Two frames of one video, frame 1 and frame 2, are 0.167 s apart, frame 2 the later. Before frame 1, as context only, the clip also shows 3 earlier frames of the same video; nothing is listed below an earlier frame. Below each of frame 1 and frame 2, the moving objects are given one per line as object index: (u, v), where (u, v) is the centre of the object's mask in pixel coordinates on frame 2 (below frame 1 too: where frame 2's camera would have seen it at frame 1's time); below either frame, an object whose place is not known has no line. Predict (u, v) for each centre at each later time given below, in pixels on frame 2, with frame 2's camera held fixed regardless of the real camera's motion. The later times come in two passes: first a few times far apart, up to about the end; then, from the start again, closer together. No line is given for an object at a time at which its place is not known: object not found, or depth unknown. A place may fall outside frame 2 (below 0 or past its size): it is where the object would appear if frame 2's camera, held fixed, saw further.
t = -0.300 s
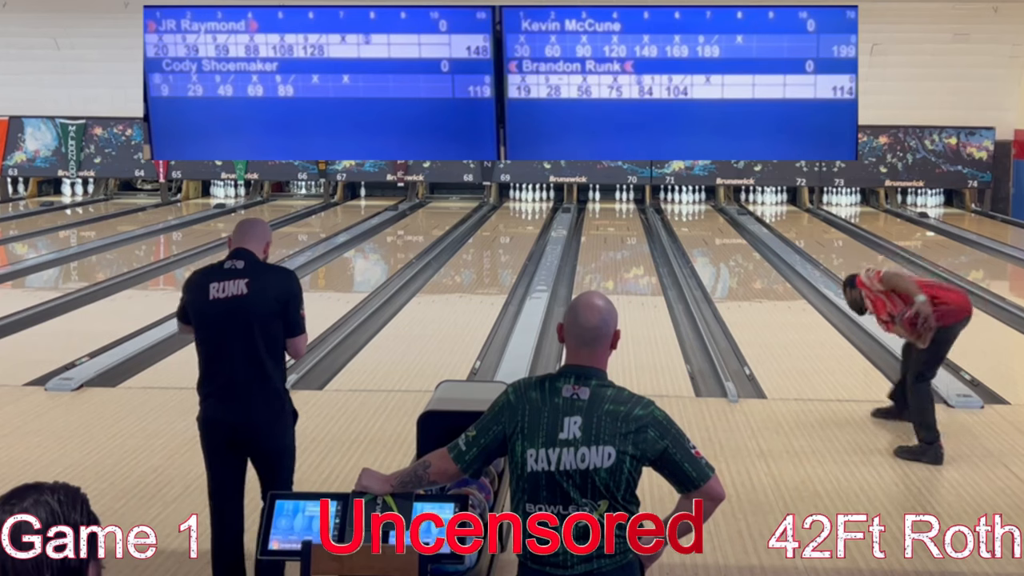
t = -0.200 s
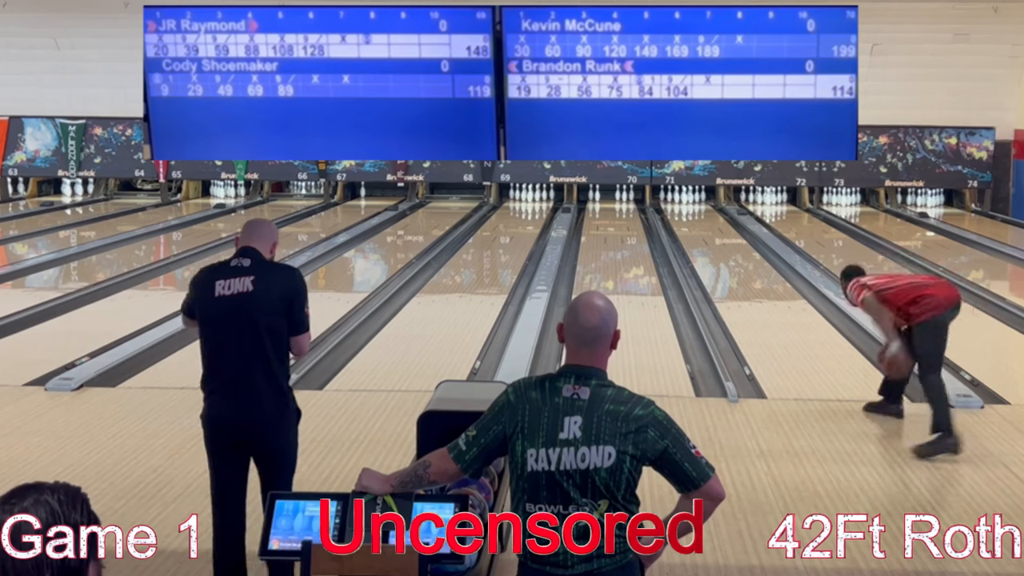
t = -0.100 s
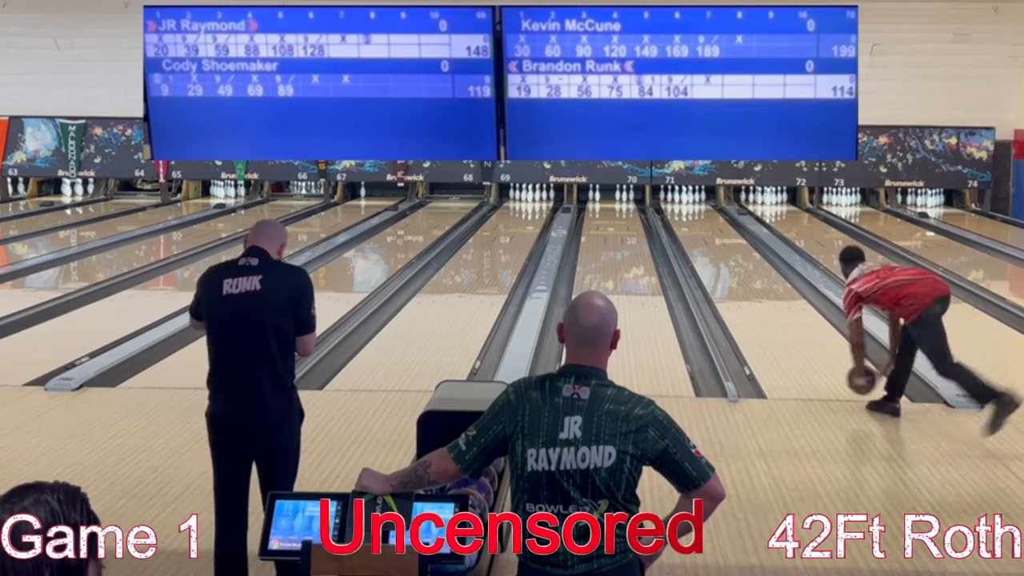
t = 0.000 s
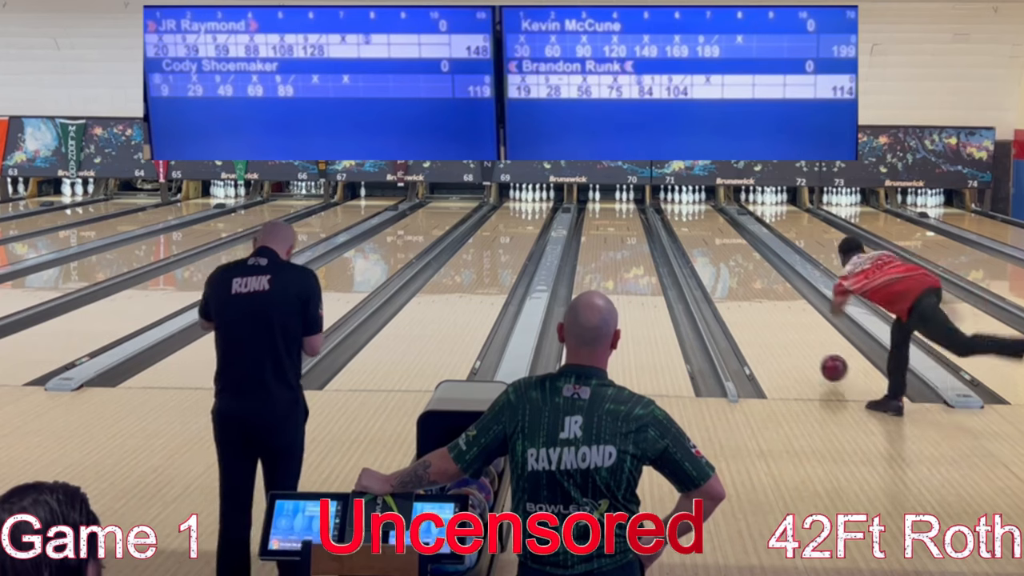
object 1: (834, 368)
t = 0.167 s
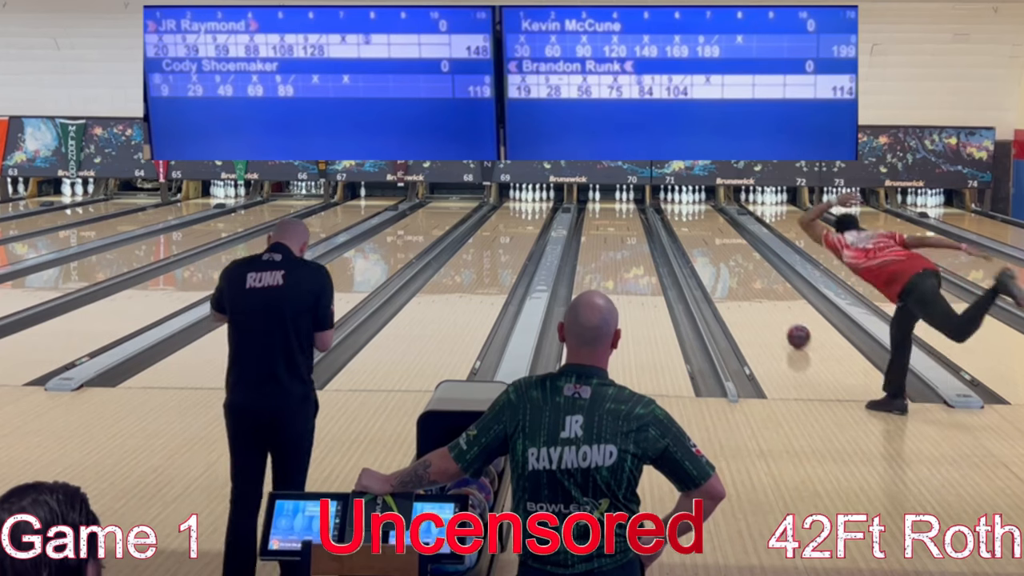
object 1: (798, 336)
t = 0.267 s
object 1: (781, 320)
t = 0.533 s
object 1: (747, 285)
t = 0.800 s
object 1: (722, 259)
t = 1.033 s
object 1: (706, 242)
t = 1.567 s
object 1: (683, 214)
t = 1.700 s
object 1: (681, 210)
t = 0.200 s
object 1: (793, 331)
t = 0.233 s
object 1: (787, 325)
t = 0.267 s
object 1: (781, 320)
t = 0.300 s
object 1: (777, 314)
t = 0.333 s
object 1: (771, 310)
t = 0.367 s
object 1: (767, 305)
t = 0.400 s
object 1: (762, 301)
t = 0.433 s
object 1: (758, 296)
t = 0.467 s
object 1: (754, 293)
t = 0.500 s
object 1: (750, 289)
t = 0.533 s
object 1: (747, 285)
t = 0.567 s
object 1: (743, 281)
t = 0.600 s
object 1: (740, 278)
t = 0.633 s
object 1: (737, 274)
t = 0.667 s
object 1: (734, 271)
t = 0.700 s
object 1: (730, 268)
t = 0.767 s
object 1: (725, 262)
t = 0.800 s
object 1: (722, 259)
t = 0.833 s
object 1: (720, 256)
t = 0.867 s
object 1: (717, 254)
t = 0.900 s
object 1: (715, 251)
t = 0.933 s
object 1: (713, 249)
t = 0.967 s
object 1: (710, 247)
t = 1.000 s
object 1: (708, 244)
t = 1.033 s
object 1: (706, 242)
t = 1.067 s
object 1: (705, 240)
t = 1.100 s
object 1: (703, 238)
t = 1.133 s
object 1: (701, 236)
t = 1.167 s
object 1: (699, 234)
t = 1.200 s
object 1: (697, 232)
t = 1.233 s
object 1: (695, 230)
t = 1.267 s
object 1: (694, 229)
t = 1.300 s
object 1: (692, 227)
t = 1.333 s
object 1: (691, 225)
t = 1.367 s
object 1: (690, 223)
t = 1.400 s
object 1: (689, 221)
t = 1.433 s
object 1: (687, 220)
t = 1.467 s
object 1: (686, 218)
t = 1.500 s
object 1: (685, 217)
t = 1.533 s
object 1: (684, 216)
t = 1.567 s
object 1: (683, 214)
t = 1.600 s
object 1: (683, 214)
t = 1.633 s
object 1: (682, 212)
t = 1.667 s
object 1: (682, 211)
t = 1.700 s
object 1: (681, 210)
